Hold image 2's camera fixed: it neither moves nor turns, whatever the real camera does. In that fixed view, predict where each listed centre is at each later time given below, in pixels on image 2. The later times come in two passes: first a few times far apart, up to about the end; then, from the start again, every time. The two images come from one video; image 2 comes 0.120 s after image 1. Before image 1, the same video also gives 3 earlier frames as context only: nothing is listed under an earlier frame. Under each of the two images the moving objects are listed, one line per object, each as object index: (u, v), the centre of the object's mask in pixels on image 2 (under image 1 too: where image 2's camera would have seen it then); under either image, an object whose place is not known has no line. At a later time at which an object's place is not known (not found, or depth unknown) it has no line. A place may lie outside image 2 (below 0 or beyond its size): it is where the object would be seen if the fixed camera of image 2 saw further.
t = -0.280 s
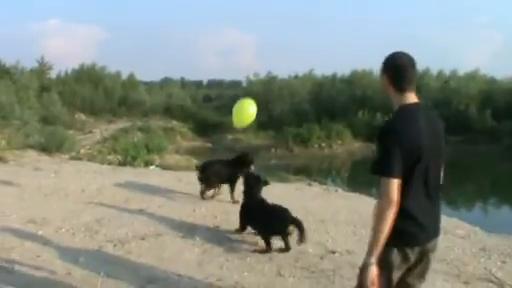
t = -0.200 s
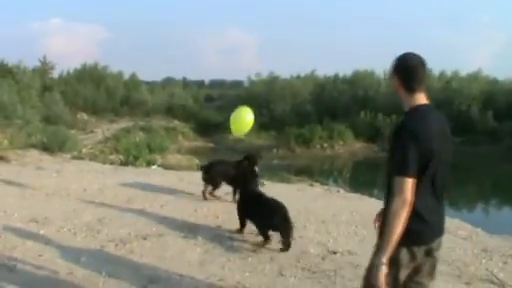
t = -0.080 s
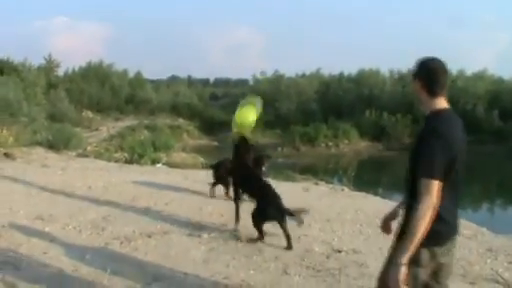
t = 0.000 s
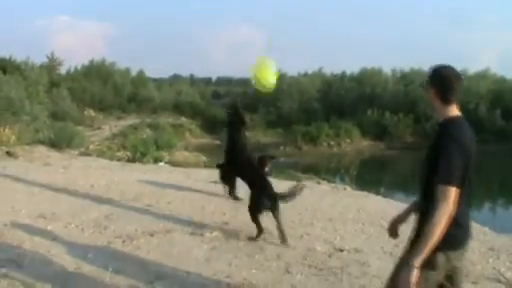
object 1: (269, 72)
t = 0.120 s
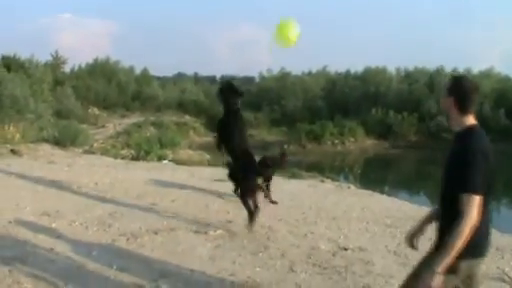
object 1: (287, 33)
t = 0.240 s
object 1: (303, 15)
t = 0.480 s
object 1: (321, 12)
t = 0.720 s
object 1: (331, 13)
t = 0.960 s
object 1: (340, 16)
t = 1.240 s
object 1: (349, 26)
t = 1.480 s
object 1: (354, 42)
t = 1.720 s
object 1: (353, 61)
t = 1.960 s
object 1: (342, 78)
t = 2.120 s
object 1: (334, 87)
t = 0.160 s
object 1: (293, 24)
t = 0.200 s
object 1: (298, 19)
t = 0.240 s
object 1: (303, 15)
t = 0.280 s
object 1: (307, 12)
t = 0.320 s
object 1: (310, 12)
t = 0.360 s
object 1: (313, 12)
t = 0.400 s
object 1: (316, 12)
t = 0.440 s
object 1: (319, 12)
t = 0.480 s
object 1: (321, 12)
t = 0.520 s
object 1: (323, 11)
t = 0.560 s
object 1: (325, 11)
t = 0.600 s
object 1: (327, 12)
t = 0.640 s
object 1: (328, 11)
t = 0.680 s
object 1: (330, 13)
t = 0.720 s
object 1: (331, 13)
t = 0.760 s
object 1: (332, 14)
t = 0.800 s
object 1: (333, 15)
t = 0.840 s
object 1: (335, 15)
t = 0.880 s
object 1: (336, 16)
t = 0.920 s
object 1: (338, 16)
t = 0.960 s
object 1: (340, 16)
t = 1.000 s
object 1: (341, 16)
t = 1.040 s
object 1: (342, 17)
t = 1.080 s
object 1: (344, 19)
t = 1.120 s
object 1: (345, 20)
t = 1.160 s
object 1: (346, 22)
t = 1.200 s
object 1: (348, 24)
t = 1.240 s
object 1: (349, 26)
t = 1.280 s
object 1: (350, 28)
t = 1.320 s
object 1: (351, 31)
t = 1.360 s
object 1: (352, 33)
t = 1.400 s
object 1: (353, 36)
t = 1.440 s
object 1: (353, 39)
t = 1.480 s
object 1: (354, 42)
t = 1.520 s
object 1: (354, 45)
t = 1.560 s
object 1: (354, 49)
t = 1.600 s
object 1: (354, 51)
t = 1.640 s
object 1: (354, 56)
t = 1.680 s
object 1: (353, 58)
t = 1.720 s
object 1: (353, 61)
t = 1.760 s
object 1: (352, 64)
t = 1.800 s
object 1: (350, 67)
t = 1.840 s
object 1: (348, 70)
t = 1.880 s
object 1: (346, 73)
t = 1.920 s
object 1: (344, 76)
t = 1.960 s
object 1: (342, 78)
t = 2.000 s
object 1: (340, 80)
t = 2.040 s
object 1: (338, 82)
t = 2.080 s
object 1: (336, 84)
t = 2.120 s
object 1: (334, 87)
